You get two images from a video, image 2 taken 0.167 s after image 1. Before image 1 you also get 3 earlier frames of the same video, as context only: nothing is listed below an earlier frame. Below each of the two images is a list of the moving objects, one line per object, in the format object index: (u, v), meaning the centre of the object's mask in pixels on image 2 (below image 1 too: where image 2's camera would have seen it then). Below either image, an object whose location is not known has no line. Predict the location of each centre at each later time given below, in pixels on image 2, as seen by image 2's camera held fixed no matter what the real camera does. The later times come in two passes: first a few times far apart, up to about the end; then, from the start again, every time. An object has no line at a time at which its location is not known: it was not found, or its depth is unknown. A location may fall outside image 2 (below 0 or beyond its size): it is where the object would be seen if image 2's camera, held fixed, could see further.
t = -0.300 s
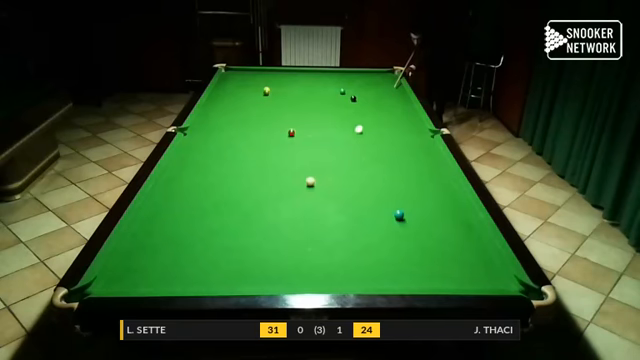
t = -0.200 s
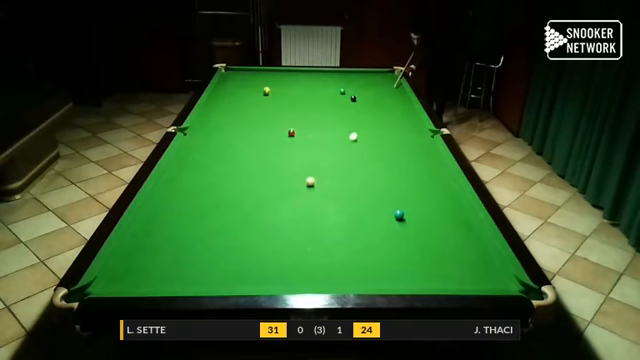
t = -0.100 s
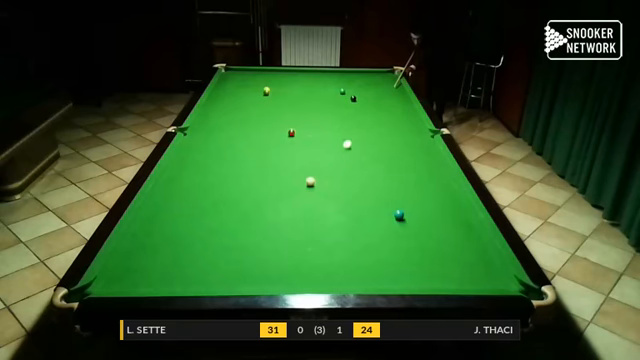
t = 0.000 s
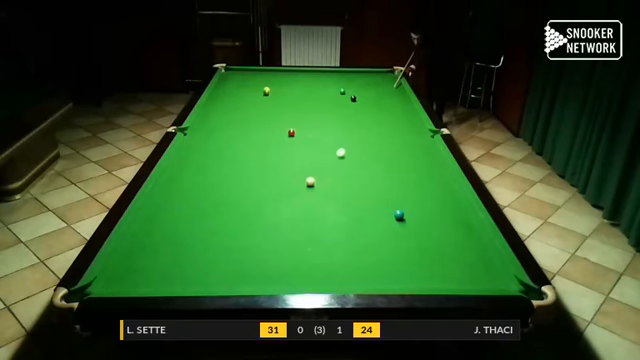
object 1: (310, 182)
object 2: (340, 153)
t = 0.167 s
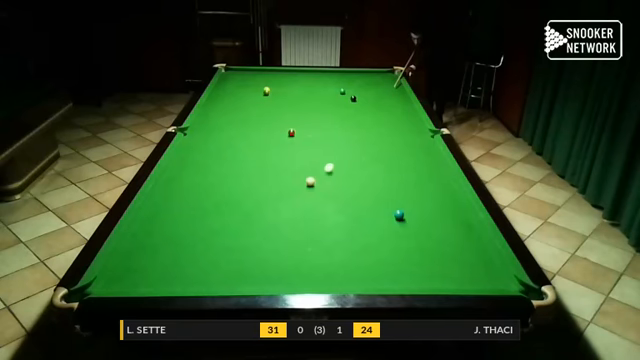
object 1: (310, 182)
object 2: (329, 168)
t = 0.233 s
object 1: (310, 182)
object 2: (324, 175)
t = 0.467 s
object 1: (295, 183)
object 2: (320, 199)
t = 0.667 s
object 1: (281, 184)
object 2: (321, 224)
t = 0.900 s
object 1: (265, 185)
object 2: (322, 259)
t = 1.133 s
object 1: (249, 187)
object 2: (326, 271)
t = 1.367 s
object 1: (234, 188)
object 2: (333, 247)
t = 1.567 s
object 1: (223, 189)
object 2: (337, 229)
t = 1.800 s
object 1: (210, 190)
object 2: (341, 211)
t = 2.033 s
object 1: (198, 191)
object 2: (345, 196)
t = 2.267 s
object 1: (187, 193)
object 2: (348, 183)
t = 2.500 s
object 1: (177, 194)
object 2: (351, 171)
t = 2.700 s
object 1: (169, 194)
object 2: (354, 163)
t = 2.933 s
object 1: (161, 195)
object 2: (356, 153)
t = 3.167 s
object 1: (154, 195)
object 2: (358, 145)
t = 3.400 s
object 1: (153, 196)
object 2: (360, 138)
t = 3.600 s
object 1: (156, 196)
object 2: (362, 132)
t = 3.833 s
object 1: (158, 196)
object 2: (363, 126)
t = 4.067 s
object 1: (160, 196)
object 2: (365, 121)
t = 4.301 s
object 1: (160, 196)
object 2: (366, 116)
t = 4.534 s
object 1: (160, 196)
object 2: (367, 111)
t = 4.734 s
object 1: (160, 196)
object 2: (368, 108)
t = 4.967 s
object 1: (160, 196)
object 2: (369, 104)
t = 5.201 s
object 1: (160, 196)
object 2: (370, 101)
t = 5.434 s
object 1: (160, 196)
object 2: (371, 98)
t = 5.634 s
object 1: (160, 197)
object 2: (371, 95)
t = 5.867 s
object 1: (160, 197)
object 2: (372, 93)
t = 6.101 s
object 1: (160, 197)
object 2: (372, 91)
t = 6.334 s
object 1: (160, 197)
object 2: (373, 89)
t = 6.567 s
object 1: (160, 197)
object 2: (373, 87)
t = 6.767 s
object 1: (160, 197)
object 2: (373, 85)
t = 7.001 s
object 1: (160, 197)
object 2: (373, 84)
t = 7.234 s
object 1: (160, 197)
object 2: (373, 83)
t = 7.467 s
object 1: (160, 197)
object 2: (373, 81)
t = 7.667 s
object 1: (160, 197)
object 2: (373, 81)
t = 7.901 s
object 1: (160, 197)
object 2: (373, 80)
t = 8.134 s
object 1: (160, 197)
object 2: (373, 79)
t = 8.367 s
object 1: (160, 197)
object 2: (373, 79)
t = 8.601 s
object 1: (160, 197)
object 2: (373, 78)
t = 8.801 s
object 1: (160, 197)
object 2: (373, 78)
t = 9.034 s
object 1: (160, 197)
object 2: (373, 78)
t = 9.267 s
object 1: (160, 197)
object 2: (373, 78)
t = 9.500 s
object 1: (160, 196)
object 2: (373, 78)
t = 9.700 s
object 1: (160, 196)
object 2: (373, 78)
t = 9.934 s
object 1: (160, 196)
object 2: (373, 78)
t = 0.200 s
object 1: (310, 182)
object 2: (326, 171)
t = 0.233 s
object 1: (310, 182)
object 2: (324, 175)
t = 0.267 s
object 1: (310, 182)
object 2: (321, 178)
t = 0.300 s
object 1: (309, 182)
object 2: (319, 182)
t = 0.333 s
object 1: (306, 182)
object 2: (320, 185)
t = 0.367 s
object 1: (303, 182)
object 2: (320, 188)
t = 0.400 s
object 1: (300, 182)
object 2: (320, 192)
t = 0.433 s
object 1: (298, 183)
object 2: (320, 196)
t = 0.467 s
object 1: (295, 183)
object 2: (320, 199)
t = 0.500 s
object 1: (293, 183)
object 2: (320, 203)
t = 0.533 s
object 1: (290, 183)
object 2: (321, 207)
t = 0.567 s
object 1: (288, 183)
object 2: (321, 211)
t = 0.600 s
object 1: (286, 184)
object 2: (321, 216)
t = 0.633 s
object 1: (283, 184)
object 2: (321, 220)
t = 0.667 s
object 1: (281, 184)
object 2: (321, 224)
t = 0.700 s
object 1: (278, 184)
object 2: (321, 229)
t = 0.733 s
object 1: (276, 185)
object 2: (321, 233)
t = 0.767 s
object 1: (274, 185)
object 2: (322, 238)
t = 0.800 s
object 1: (271, 185)
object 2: (322, 243)
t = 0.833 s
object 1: (269, 185)
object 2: (322, 248)
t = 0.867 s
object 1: (267, 185)
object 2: (322, 253)
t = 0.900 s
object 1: (265, 185)
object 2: (322, 259)
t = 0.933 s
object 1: (262, 186)
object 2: (322, 264)
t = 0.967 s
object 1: (260, 186)
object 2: (323, 270)
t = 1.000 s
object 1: (258, 186)
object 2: (323, 276)
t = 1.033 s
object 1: (256, 186)
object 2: (323, 281)
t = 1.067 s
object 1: (253, 187)
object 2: (324, 280)
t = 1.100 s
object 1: (251, 187)
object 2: (325, 276)
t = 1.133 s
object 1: (249, 187)
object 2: (326, 271)
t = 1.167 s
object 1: (247, 187)
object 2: (327, 267)
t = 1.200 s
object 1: (245, 187)
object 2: (328, 263)
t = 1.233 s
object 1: (243, 187)
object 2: (329, 260)
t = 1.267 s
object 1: (241, 188)
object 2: (330, 257)
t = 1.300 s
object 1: (239, 188)
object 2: (331, 253)
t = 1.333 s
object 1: (237, 188)
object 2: (332, 250)
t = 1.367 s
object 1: (234, 188)
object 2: (333, 247)
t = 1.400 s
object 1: (232, 189)
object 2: (333, 244)
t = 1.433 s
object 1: (230, 189)
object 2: (334, 240)
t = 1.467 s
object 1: (228, 189)
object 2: (334, 238)
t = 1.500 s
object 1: (227, 189)
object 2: (335, 235)
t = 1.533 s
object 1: (225, 189)
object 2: (336, 232)
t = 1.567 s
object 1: (223, 189)
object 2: (337, 229)
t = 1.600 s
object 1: (221, 190)
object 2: (337, 226)
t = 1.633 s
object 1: (219, 190)
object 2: (338, 223)
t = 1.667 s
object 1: (217, 190)
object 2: (339, 221)
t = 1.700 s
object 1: (216, 190)
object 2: (339, 218)
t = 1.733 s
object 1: (213, 190)
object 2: (340, 216)
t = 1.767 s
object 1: (212, 190)
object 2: (341, 213)
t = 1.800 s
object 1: (210, 190)
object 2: (341, 211)
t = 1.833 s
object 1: (208, 191)
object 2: (342, 209)
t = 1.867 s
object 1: (207, 191)
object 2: (342, 207)
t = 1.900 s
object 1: (205, 191)
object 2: (343, 204)
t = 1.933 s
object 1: (203, 191)
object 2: (343, 202)
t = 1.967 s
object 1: (201, 191)
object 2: (344, 200)
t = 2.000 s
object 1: (200, 191)
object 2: (344, 198)
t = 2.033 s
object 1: (198, 191)
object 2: (345, 196)
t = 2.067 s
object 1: (196, 192)
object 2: (345, 194)
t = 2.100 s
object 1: (195, 192)
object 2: (346, 192)
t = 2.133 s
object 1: (193, 192)
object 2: (346, 190)
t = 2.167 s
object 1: (192, 192)
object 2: (347, 188)
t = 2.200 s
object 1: (190, 192)
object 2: (347, 186)
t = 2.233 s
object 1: (189, 193)
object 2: (348, 185)
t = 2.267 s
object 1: (187, 193)
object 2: (348, 183)
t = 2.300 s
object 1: (185, 193)
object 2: (349, 181)
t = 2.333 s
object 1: (184, 193)
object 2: (349, 179)
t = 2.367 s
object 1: (182, 193)
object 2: (350, 178)
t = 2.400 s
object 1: (181, 193)
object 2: (350, 176)
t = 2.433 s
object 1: (180, 193)
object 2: (351, 174)
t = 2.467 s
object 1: (178, 194)
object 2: (351, 173)
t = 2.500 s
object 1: (177, 194)
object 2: (351, 171)
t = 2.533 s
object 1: (175, 194)
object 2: (352, 170)
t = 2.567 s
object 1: (174, 194)
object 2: (352, 168)
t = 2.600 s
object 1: (173, 194)
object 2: (353, 167)
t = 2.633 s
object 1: (172, 194)
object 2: (353, 165)
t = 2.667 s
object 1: (170, 194)
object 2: (353, 164)
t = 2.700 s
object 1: (169, 194)
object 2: (354, 163)
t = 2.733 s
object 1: (168, 194)
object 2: (354, 161)
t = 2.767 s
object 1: (167, 194)
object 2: (354, 160)
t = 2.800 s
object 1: (166, 195)
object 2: (355, 158)
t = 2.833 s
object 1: (165, 195)
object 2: (355, 157)
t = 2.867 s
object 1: (163, 195)
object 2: (356, 156)
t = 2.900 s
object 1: (162, 195)
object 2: (356, 155)
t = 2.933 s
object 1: (161, 195)
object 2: (356, 153)
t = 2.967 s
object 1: (160, 195)
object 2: (356, 152)
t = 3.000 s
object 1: (159, 195)
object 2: (357, 151)
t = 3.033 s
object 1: (158, 195)
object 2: (357, 150)
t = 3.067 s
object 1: (157, 195)
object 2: (357, 149)
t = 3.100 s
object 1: (156, 195)
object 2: (358, 147)
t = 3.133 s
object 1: (155, 195)
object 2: (358, 146)
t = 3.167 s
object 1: (154, 195)
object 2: (358, 145)
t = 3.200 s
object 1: (153, 196)
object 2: (359, 144)
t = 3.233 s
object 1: (152, 196)
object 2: (359, 143)
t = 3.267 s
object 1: (151, 196)
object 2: (359, 142)
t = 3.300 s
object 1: (152, 196)
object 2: (359, 141)
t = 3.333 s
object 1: (152, 196)
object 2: (360, 140)
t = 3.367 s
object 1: (153, 196)
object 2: (360, 139)
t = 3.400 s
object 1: (153, 196)
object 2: (360, 138)
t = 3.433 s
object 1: (154, 196)
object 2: (360, 137)
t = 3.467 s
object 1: (154, 196)
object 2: (361, 136)
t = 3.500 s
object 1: (155, 196)
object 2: (361, 135)
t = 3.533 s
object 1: (155, 196)
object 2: (361, 134)
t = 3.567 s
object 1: (155, 196)
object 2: (361, 133)
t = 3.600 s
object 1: (156, 196)
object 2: (362, 132)
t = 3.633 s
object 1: (156, 196)
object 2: (362, 131)
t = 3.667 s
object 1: (157, 196)
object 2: (362, 130)
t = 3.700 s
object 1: (157, 196)
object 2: (362, 130)
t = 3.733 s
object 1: (157, 196)
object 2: (363, 129)
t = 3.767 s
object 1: (158, 196)
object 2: (363, 128)
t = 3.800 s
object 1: (158, 196)
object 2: (363, 127)
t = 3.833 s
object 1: (158, 196)
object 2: (363, 126)
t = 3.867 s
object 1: (158, 196)
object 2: (363, 125)
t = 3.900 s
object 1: (159, 196)
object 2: (364, 124)
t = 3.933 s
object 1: (159, 196)
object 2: (364, 124)
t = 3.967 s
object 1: (159, 196)
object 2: (364, 123)
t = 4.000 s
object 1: (159, 196)
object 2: (364, 122)
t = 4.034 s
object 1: (160, 196)
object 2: (364, 121)
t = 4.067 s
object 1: (160, 196)
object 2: (365, 121)
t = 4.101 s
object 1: (160, 196)
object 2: (365, 120)
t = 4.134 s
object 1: (160, 196)
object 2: (365, 119)
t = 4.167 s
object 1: (160, 196)
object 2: (365, 118)
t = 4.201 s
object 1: (160, 196)
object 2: (365, 118)
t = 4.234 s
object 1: (160, 196)
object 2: (366, 117)
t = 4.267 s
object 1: (160, 196)
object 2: (366, 116)
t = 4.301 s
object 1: (160, 196)
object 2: (366, 116)
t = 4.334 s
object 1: (160, 196)
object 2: (366, 115)
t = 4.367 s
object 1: (160, 196)
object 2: (366, 115)
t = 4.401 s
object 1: (160, 196)
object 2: (367, 114)
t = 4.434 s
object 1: (160, 196)
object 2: (367, 113)
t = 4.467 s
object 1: (160, 196)
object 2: (367, 113)
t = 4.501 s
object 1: (160, 196)
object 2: (367, 112)
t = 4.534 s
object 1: (160, 196)
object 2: (367, 111)
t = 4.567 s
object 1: (160, 196)
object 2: (367, 110)
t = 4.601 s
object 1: (160, 196)
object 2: (367, 110)
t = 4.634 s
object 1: (160, 196)
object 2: (368, 109)
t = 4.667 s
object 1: (160, 196)
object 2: (368, 109)
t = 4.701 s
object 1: (160, 196)
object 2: (368, 108)
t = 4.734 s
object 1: (160, 196)
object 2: (368, 108)
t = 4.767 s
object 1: (160, 196)
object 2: (368, 107)
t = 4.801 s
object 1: (160, 196)
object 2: (368, 107)
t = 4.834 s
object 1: (160, 196)
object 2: (368, 106)
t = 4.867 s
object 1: (160, 196)
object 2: (369, 106)
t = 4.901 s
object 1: (160, 196)
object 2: (369, 105)
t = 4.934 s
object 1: (160, 196)
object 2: (369, 105)
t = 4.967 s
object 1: (160, 196)
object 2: (369, 104)
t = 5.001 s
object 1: (160, 196)
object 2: (369, 104)
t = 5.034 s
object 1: (160, 196)
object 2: (369, 103)
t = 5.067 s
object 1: (160, 196)
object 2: (369, 103)
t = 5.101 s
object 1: (160, 196)
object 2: (370, 102)
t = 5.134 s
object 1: (160, 196)
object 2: (370, 102)
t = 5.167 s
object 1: (160, 196)
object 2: (370, 101)
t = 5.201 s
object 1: (160, 196)
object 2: (370, 101)
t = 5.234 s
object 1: (160, 196)
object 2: (370, 100)
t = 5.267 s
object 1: (160, 196)
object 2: (370, 100)
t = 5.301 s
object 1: (160, 196)
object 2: (370, 99)
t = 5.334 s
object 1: (160, 196)
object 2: (370, 99)
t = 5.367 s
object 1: (160, 196)
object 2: (370, 99)
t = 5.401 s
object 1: (160, 196)
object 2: (370, 98)
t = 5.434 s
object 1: (160, 196)
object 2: (371, 98)
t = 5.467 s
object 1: (160, 196)
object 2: (371, 97)
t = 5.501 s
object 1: (160, 197)
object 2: (371, 97)
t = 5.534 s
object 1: (160, 196)
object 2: (371, 97)
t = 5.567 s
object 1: (160, 197)
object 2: (371, 96)
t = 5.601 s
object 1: (160, 197)
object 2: (371, 96)
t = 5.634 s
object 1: (160, 197)
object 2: (371, 95)
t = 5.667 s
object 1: (160, 197)
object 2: (371, 95)
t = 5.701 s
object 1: (160, 197)
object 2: (371, 95)
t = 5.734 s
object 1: (160, 197)
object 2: (371, 94)
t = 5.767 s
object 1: (160, 197)
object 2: (372, 94)
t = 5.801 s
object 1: (160, 197)
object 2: (372, 94)
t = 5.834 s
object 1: (160, 197)
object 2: (372, 93)
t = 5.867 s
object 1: (160, 197)
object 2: (372, 93)
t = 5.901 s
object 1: (160, 197)
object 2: (372, 93)
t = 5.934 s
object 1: (160, 197)
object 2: (372, 92)
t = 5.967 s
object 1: (160, 197)
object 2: (372, 92)
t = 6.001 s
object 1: (160, 197)
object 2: (372, 91)
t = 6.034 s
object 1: (160, 197)
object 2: (372, 91)
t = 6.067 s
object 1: (160, 197)
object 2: (372, 91)
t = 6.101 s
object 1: (160, 197)
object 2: (372, 91)
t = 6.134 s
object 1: (160, 197)
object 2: (372, 90)
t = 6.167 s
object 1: (160, 197)
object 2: (372, 90)
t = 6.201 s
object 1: (160, 197)
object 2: (372, 90)
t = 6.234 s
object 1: (160, 197)
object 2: (372, 89)
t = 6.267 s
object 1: (160, 197)
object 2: (373, 89)
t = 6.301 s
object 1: (160, 197)
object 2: (373, 89)
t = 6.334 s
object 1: (160, 197)
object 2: (373, 89)
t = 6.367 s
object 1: (160, 197)
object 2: (373, 88)
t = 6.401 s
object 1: (160, 196)
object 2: (373, 88)
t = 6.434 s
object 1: (160, 197)
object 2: (373, 88)
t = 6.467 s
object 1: (160, 197)
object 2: (373, 88)
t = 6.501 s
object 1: (160, 197)
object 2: (373, 87)
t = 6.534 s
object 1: (160, 197)
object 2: (373, 87)
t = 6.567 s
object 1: (160, 197)
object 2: (373, 87)
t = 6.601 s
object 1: (160, 197)
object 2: (373, 87)
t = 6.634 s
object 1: (160, 197)
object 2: (373, 86)
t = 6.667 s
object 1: (160, 196)
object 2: (373, 86)
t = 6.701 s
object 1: (160, 196)
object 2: (373, 86)
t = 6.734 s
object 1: (160, 196)
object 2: (373, 86)
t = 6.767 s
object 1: (160, 197)
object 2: (373, 85)
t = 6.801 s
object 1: (160, 196)
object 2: (373, 85)
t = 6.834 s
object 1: (160, 196)
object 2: (373, 85)
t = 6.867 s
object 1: (160, 196)
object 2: (373, 85)
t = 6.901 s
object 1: (160, 196)
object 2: (373, 85)
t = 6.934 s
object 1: (160, 196)
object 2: (373, 84)
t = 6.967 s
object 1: (160, 196)
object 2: (373, 84)
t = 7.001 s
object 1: (160, 197)
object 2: (373, 84)
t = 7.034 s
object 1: (160, 197)
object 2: (373, 84)
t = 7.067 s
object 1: (160, 197)
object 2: (373, 83)
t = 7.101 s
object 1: (160, 197)
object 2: (373, 83)
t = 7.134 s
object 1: (160, 197)
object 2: (373, 83)
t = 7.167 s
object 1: (160, 197)
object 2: (373, 83)
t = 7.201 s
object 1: (160, 197)
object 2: (373, 83)
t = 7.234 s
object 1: (160, 197)
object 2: (373, 83)
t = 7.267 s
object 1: (160, 196)
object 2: (373, 82)
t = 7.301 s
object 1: (160, 196)
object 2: (373, 82)
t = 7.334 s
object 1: (160, 196)
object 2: (373, 82)
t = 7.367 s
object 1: (160, 197)
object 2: (373, 82)
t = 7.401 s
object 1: (160, 197)
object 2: (373, 82)
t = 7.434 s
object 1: (160, 197)
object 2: (373, 82)
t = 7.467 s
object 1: (160, 197)
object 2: (373, 81)
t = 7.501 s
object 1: (160, 197)
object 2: (373, 81)
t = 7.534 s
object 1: (160, 197)
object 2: (373, 81)
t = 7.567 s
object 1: (160, 197)
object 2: (373, 81)
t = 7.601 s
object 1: (160, 197)
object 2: (373, 81)
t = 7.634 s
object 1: (160, 197)
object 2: (373, 81)
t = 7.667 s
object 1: (160, 197)
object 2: (373, 81)
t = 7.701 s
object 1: (160, 197)
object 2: (373, 80)
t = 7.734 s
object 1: (160, 197)
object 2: (373, 80)
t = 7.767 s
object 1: (160, 197)
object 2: (373, 80)
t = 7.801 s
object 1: (160, 197)
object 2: (373, 80)
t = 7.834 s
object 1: (160, 197)
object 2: (373, 80)
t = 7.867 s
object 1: (160, 197)
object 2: (373, 80)
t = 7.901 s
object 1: (160, 197)
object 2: (373, 80)
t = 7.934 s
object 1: (160, 197)
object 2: (373, 80)
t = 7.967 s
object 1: (160, 197)
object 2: (373, 80)
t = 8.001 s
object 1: (160, 197)
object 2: (373, 80)
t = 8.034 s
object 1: (160, 197)
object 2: (373, 79)
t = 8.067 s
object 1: (160, 197)
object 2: (373, 79)
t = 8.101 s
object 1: (160, 197)
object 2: (373, 79)
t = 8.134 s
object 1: (160, 197)
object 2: (373, 79)
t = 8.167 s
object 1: (160, 197)
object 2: (373, 79)
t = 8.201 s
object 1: (160, 197)
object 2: (373, 79)
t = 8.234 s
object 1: (160, 197)
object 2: (373, 79)
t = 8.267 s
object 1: (160, 197)
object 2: (373, 79)
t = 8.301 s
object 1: (160, 197)
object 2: (373, 79)
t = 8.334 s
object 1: (160, 197)
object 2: (373, 79)
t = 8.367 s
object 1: (160, 197)
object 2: (373, 79)
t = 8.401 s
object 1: (160, 197)
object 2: (373, 78)
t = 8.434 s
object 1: (160, 196)
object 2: (373, 78)
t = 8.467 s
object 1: (160, 197)
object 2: (373, 78)
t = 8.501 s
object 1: (160, 196)
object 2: (373, 78)
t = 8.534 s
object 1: (160, 197)
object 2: (373, 78)
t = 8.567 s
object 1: (160, 197)
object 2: (373, 78)
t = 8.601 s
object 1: (160, 197)
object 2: (373, 78)
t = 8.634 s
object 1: (160, 197)
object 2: (373, 78)
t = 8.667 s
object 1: (160, 197)
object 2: (373, 78)
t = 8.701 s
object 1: (160, 197)
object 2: (373, 78)
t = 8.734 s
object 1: (160, 197)
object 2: (373, 78)
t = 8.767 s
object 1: (160, 197)
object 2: (373, 78)
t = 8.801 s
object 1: (160, 197)
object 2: (373, 78)
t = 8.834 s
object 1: (160, 197)
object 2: (373, 78)
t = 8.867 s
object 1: (160, 197)
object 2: (373, 78)
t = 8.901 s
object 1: (160, 197)
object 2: (373, 78)
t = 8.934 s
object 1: (160, 197)
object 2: (373, 78)
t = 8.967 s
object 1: (160, 196)
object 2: (373, 78)
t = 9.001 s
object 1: (160, 197)
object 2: (373, 78)
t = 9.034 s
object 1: (160, 197)
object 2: (373, 78)
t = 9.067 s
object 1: (160, 197)
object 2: (373, 78)
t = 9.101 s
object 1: (160, 197)
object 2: (373, 78)
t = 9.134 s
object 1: (160, 197)
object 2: (373, 78)
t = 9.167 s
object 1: (160, 197)
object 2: (373, 78)
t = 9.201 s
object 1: (160, 197)
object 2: (373, 78)
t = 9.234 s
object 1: (160, 197)
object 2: (373, 78)
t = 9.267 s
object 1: (160, 197)
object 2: (373, 78)
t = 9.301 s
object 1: (160, 197)
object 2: (373, 78)
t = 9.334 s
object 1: (160, 196)
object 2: (373, 78)
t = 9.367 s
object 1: (160, 196)
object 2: (373, 78)
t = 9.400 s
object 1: (160, 196)
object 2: (373, 78)
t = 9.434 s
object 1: (160, 196)
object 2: (373, 78)
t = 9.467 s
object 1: (160, 196)
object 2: (373, 78)
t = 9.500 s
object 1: (160, 196)
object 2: (373, 78)
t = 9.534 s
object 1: (160, 196)
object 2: (373, 78)
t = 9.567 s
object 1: (160, 196)
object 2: (373, 78)
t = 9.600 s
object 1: (160, 196)
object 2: (373, 78)
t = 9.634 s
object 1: (160, 196)
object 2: (373, 78)
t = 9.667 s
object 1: (160, 196)
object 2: (373, 78)
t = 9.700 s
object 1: (160, 196)
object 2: (373, 78)
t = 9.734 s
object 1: (160, 196)
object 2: (373, 78)
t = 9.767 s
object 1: (160, 197)
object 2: (373, 78)
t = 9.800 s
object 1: (160, 197)
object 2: (373, 78)
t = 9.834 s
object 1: (160, 197)
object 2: (373, 78)
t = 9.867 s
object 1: (160, 197)
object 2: (373, 78)
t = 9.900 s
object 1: (160, 197)
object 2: (373, 78)
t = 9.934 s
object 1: (160, 196)
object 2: (373, 78)
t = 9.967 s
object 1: (160, 196)
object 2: (373, 78)
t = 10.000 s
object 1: (160, 196)
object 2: (373, 78)
